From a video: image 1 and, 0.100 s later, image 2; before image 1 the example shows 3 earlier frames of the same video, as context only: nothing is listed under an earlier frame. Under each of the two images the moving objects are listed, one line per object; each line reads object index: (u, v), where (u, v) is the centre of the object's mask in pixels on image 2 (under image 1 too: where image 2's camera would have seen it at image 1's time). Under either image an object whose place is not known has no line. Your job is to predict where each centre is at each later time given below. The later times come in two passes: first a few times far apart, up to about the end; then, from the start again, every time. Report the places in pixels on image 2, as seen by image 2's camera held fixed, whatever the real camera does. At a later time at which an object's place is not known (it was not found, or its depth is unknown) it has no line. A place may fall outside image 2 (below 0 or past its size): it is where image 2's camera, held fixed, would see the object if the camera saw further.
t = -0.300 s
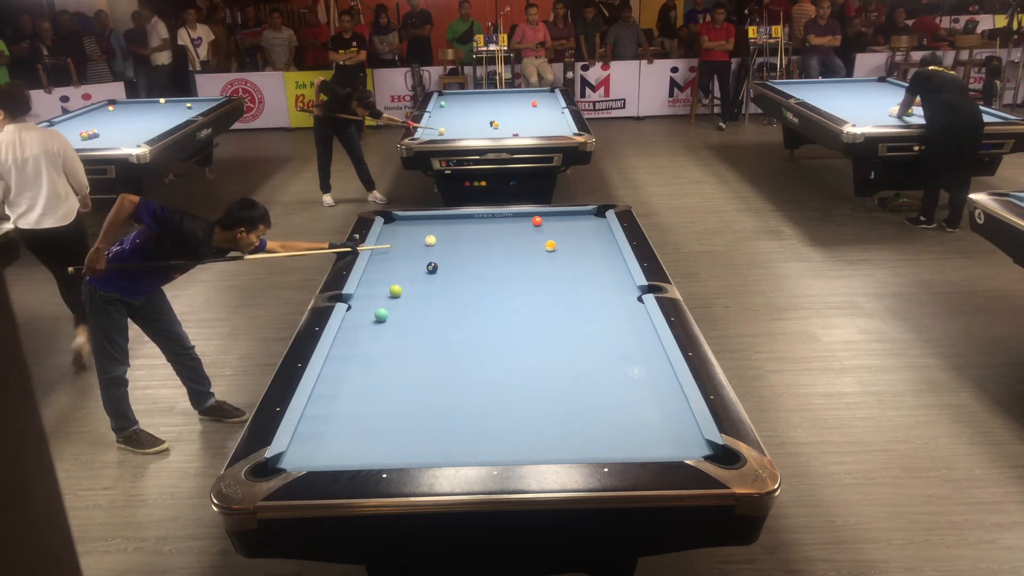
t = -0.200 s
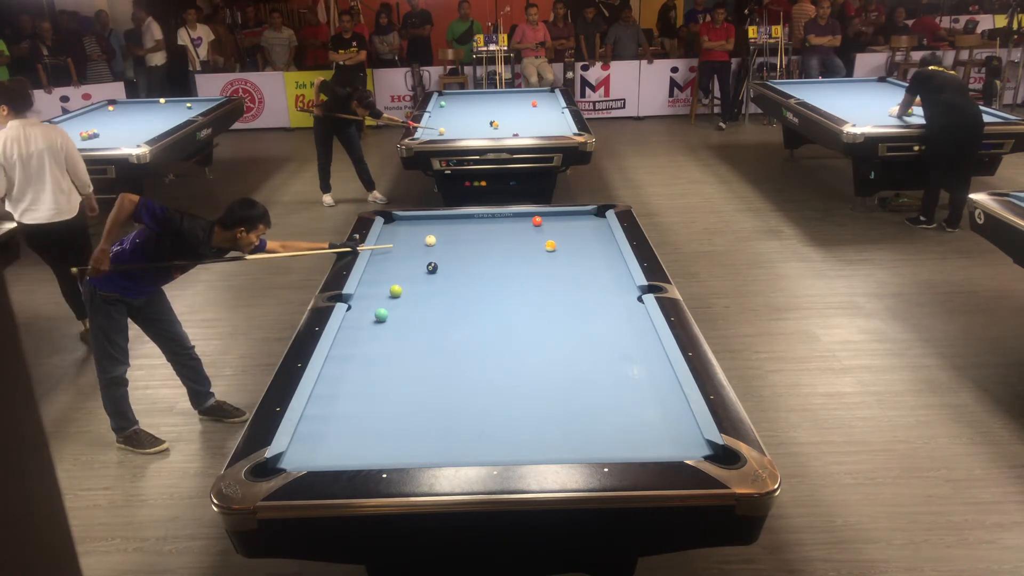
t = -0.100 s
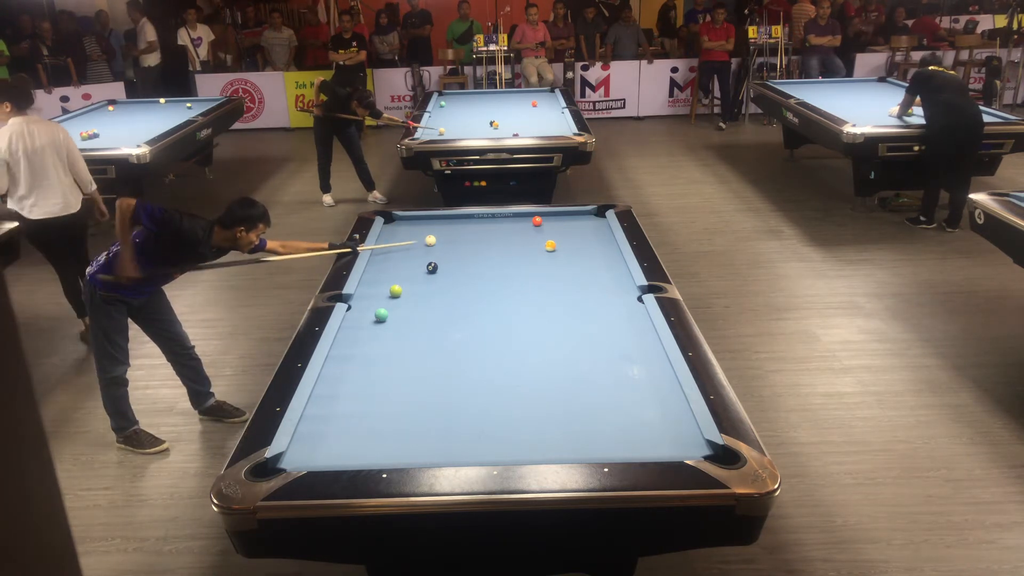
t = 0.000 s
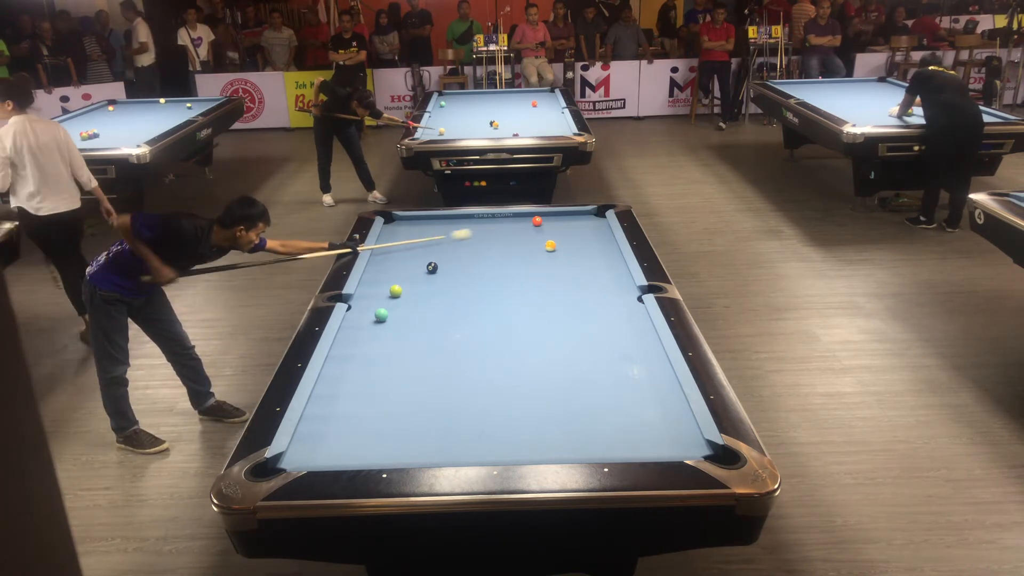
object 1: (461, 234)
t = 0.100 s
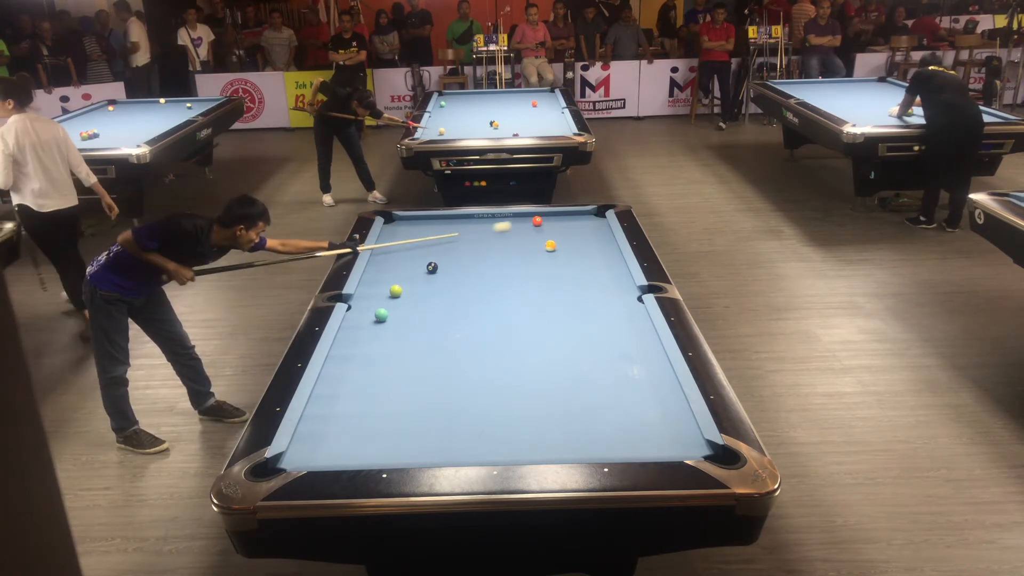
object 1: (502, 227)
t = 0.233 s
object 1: (527, 221)
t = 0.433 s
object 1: (536, 215)
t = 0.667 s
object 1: (555, 217)
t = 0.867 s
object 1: (571, 220)
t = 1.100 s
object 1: (591, 223)
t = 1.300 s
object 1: (603, 225)
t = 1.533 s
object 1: (596, 230)
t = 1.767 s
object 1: (588, 234)
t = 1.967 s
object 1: (582, 237)
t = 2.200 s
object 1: (574, 241)
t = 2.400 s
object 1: (568, 244)
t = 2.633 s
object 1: (562, 247)
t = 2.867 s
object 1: (556, 250)
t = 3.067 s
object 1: (551, 253)
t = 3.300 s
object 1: (546, 256)
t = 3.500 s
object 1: (542, 258)
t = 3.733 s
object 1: (538, 260)
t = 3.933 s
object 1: (534, 262)
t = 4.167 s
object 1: (531, 265)
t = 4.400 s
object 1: (527, 266)
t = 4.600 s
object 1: (525, 267)
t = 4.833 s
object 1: (523, 268)
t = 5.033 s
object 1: (522, 269)
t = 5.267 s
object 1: (521, 269)
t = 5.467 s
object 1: (521, 270)
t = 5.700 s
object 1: (521, 270)
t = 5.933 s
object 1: (521, 270)
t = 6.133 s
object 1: (521, 270)
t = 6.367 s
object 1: (521, 270)
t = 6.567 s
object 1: (521, 269)
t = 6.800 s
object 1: (521, 269)
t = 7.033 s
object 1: (521, 270)
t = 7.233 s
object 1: (521, 270)
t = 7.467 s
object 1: (521, 270)
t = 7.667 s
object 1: (521, 270)
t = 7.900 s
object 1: (521, 270)
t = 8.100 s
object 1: (521, 270)
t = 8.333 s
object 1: (521, 270)
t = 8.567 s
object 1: (521, 270)
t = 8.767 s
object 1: (521, 270)
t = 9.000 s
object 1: (521, 270)
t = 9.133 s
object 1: (521, 270)
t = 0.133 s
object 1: (514, 224)
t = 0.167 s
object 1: (525, 222)
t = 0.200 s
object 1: (527, 222)
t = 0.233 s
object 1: (527, 221)
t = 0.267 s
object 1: (528, 220)
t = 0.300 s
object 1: (529, 219)
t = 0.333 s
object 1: (530, 218)
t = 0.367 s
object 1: (532, 217)
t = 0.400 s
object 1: (534, 216)
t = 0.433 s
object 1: (536, 215)
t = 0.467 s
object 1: (539, 215)
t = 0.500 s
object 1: (541, 215)
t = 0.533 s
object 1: (544, 215)
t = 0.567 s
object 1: (547, 216)
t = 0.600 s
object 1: (550, 216)
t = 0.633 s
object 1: (552, 217)
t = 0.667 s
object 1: (555, 217)
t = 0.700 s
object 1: (558, 218)
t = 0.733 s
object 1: (561, 218)
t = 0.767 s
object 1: (563, 218)
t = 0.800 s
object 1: (566, 219)
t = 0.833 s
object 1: (569, 219)
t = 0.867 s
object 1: (571, 220)
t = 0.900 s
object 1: (574, 220)
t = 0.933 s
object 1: (577, 221)
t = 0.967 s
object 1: (580, 221)
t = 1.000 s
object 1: (582, 221)
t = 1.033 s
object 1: (585, 222)
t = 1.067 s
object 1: (588, 222)
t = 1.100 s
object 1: (591, 223)
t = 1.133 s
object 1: (593, 223)
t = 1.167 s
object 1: (596, 223)
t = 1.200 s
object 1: (599, 224)
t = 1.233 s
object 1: (601, 224)
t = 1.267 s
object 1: (604, 225)
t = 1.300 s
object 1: (603, 225)
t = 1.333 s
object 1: (602, 226)
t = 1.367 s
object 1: (601, 226)
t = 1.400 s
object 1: (600, 227)
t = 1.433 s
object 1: (599, 228)
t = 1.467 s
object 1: (598, 228)
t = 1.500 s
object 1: (597, 229)
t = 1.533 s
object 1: (596, 230)
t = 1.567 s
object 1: (594, 230)
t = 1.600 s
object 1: (593, 231)
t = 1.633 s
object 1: (592, 231)
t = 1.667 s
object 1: (591, 232)
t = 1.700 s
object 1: (590, 233)
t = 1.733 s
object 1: (589, 233)
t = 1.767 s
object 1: (588, 234)
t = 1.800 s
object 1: (587, 234)
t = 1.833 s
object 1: (586, 235)
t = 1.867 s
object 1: (585, 235)
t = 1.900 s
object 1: (584, 236)
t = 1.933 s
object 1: (583, 236)
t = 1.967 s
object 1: (582, 237)
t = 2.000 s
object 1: (580, 237)
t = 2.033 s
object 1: (579, 238)
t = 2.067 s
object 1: (578, 239)
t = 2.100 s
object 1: (577, 239)
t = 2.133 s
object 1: (576, 240)
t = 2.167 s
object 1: (575, 240)
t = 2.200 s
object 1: (574, 241)
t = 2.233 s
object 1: (573, 241)
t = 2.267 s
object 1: (572, 242)
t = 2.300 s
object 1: (571, 242)
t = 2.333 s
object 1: (570, 243)
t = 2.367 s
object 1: (569, 243)
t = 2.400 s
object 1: (568, 244)
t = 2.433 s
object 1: (568, 244)
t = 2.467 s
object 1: (567, 245)
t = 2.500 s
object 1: (566, 245)
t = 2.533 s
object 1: (565, 246)
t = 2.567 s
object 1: (564, 246)
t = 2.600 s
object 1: (563, 247)
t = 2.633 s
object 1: (562, 247)
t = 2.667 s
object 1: (561, 248)
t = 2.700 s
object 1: (560, 248)
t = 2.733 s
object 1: (559, 249)
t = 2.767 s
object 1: (559, 249)
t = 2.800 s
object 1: (558, 250)
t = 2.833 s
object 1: (557, 250)
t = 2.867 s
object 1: (556, 250)
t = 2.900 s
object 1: (555, 251)
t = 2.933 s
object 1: (554, 251)
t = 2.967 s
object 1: (554, 252)
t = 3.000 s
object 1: (553, 252)
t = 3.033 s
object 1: (552, 253)
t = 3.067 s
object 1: (551, 253)
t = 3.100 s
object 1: (551, 254)
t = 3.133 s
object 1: (550, 254)
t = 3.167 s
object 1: (549, 254)
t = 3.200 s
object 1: (549, 255)
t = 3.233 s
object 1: (548, 255)
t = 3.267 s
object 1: (547, 255)
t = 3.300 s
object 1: (546, 256)
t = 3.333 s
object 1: (545, 256)
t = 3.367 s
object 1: (545, 257)
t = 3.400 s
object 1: (544, 257)
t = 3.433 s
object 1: (543, 257)
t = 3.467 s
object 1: (543, 258)
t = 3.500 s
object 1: (542, 258)
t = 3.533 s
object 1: (541, 258)
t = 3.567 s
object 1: (541, 259)
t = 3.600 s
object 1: (540, 259)
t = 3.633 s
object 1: (539, 259)
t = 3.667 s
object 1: (539, 260)
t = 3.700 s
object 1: (538, 260)
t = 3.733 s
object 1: (538, 260)
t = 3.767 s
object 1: (537, 261)
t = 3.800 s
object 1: (536, 261)
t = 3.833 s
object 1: (536, 262)
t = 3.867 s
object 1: (535, 262)
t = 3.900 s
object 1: (535, 262)
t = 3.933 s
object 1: (534, 262)
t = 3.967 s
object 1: (533, 263)
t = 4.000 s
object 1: (533, 263)
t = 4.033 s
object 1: (532, 263)
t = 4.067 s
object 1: (532, 264)
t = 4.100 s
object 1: (532, 264)
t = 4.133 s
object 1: (531, 264)
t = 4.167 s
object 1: (531, 265)
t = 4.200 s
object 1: (530, 265)
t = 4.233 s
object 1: (530, 265)
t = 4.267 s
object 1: (529, 265)
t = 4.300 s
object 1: (529, 265)
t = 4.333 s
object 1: (528, 266)
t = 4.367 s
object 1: (528, 266)
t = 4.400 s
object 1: (527, 266)
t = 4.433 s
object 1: (527, 266)
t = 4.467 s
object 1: (527, 266)
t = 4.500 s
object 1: (526, 267)
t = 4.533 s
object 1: (526, 267)
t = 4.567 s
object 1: (526, 267)
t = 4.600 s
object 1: (525, 267)
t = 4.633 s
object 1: (525, 267)
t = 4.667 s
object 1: (525, 268)
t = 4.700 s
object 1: (525, 268)
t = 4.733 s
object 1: (524, 268)
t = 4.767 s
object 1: (524, 268)
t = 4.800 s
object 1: (524, 268)
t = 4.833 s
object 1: (523, 268)
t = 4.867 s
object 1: (523, 269)
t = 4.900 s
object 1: (523, 269)
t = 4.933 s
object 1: (523, 269)
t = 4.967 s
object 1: (522, 269)
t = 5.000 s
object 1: (522, 269)
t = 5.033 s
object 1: (522, 269)
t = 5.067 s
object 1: (522, 269)
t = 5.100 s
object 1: (522, 269)
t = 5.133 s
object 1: (521, 269)
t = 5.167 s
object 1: (521, 269)
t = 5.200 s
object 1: (521, 269)
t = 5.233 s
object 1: (521, 269)
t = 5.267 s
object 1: (521, 269)
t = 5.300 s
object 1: (521, 270)
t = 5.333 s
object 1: (521, 270)
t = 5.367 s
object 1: (521, 270)
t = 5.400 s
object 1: (521, 270)
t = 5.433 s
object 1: (521, 270)
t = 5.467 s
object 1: (521, 270)
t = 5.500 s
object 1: (521, 270)
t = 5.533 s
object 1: (521, 270)
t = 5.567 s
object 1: (521, 270)
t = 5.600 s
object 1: (521, 270)
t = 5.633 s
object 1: (521, 270)
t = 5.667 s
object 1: (521, 270)
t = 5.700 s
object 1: (521, 270)
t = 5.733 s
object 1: (521, 270)
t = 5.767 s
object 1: (521, 270)
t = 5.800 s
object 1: (521, 270)
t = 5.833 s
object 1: (521, 270)
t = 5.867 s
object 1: (521, 270)
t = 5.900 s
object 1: (521, 270)
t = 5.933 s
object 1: (521, 270)
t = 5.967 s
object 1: (521, 270)
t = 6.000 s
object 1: (521, 270)
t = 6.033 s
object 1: (521, 270)
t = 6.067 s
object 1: (521, 270)
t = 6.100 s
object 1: (521, 270)
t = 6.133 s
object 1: (521, 270)
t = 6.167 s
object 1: (521, 270)
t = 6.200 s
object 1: (521, 270)
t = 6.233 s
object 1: (521, 270)
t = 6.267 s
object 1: (521, 270)
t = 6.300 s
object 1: (521, 270)
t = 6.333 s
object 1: (521, 270)
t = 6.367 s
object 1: (521, 270)
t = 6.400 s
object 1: (521, 269)
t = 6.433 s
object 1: (521, 269)
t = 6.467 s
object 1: (521, 269)
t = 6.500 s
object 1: (521, 269)
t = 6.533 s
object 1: (521, 269)
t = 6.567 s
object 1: (521, 269)
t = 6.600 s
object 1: (521, 270)
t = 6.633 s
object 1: (521, 269)
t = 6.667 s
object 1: (521, 269)
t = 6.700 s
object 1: (521, 269)
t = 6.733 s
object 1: (521, 269)
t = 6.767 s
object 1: (521, 269)
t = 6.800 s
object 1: (521, 269)
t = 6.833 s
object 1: (521, 270)
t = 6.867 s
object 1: (521, 269)
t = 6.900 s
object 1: (521, 270)
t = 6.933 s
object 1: (521, 269)
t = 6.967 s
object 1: (521, 270)
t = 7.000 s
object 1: (521, 270)
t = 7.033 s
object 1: (521, 270)
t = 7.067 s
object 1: (521, 269)
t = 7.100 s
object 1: (521, 270)
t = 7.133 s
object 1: (521, 270)
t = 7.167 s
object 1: (521, 269)
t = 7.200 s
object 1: (521, 270)
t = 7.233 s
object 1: (521, 270)
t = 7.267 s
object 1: (521, 270)
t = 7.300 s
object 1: (521, 270)
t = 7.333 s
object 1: (521, 270)
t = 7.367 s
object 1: (521, 270)
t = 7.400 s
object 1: (521, 270)
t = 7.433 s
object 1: (521, 270)
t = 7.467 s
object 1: (521, 270)
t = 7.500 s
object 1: (521, 270)
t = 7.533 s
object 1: (521, 270)
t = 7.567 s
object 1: (521, 270)
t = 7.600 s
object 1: (521, 270)
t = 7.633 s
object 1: (521, 270)
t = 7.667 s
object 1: (521, 270)
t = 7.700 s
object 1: (521, 270)
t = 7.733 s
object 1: (521, 270)
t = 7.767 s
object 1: (521, 270)
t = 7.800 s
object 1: (521, 270)
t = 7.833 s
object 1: (521, 270)
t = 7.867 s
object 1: (521, 270)
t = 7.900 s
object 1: (521, 270)
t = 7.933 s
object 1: (521, 270)
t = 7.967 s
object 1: (521, 270)
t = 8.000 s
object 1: (521, 270)
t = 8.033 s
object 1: (521, 270)
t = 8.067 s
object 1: (521, 270)
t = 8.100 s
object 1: (521, 270)
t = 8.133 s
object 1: (521, 270)
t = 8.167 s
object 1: (521, 270)
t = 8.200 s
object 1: (521, 270)
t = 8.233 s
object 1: (521, 270)
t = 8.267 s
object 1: (521, 270)
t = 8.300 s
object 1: (521, 270)
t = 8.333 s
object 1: (521, 270)
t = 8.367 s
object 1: (521, 270)
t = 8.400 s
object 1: (521, 270)
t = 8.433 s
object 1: (521, 270)
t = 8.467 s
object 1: (521, 270)
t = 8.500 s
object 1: (521, 270)
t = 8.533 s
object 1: (521, 270)
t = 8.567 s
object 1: (521, 270)
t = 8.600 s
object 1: (521, 270)
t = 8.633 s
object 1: (521, 270)
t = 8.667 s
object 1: (521, 270)
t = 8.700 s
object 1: (521, 270)
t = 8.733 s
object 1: (521, 270)
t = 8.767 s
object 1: (521, 270)
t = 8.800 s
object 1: (521, 270)
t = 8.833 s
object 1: (521, 270)
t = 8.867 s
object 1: (521, 270)
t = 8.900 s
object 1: (521, 270)
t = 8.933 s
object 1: (521, 270)
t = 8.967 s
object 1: (521, 270)
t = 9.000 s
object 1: (521, 270)
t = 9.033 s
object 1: (521, 270)
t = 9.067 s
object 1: (521, 270)
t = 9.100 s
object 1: (521, 270)
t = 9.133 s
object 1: (521, 270)
